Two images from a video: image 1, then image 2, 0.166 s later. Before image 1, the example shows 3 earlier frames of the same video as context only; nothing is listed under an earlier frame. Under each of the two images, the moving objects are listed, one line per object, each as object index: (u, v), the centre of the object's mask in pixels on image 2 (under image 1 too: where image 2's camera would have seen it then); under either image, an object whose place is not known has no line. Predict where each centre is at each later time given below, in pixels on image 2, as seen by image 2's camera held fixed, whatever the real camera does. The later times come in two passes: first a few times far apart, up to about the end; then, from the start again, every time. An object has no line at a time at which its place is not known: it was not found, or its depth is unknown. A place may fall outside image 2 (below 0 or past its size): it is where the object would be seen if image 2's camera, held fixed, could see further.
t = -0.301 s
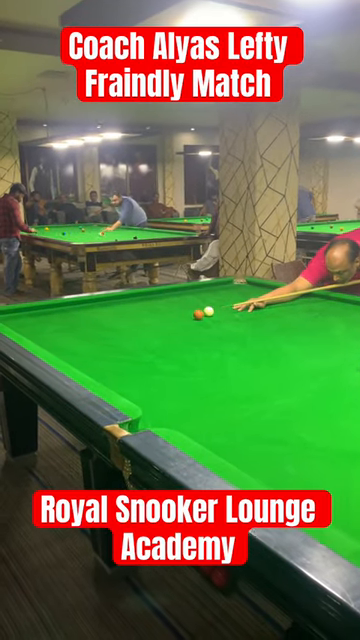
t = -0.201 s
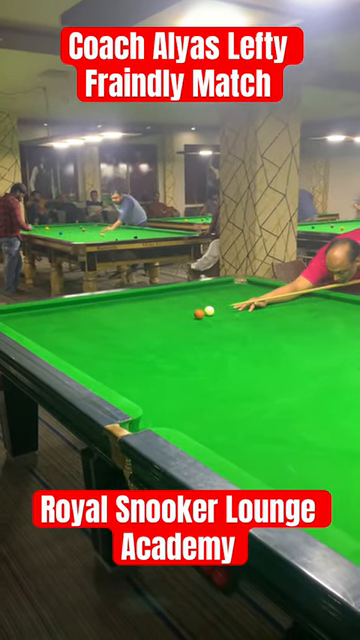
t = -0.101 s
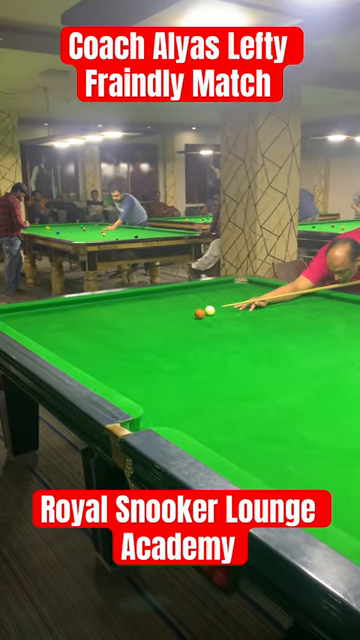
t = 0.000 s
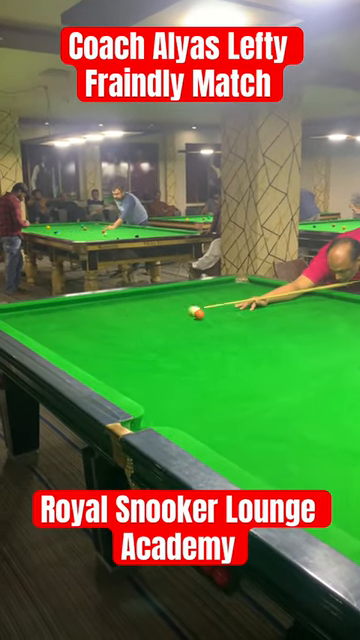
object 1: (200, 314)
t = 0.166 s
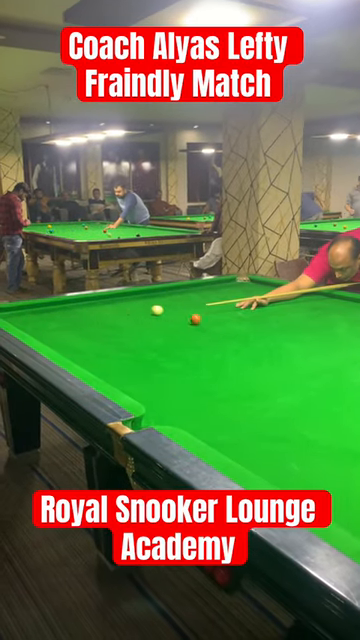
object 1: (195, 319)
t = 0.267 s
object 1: (192, 322)
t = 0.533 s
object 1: (185, 331)
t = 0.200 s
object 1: (194, 320)
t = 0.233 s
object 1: (193, 321)
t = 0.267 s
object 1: (192, 322)
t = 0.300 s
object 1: (191, 323)
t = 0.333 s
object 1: (191, 324)
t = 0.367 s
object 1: (189, 325)
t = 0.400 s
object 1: (188, 326)
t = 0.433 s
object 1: (188, 327)
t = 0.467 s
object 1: (187, 328)
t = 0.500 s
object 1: (186, 329)
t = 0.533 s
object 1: (185, 331)
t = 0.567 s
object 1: (184, 332)
